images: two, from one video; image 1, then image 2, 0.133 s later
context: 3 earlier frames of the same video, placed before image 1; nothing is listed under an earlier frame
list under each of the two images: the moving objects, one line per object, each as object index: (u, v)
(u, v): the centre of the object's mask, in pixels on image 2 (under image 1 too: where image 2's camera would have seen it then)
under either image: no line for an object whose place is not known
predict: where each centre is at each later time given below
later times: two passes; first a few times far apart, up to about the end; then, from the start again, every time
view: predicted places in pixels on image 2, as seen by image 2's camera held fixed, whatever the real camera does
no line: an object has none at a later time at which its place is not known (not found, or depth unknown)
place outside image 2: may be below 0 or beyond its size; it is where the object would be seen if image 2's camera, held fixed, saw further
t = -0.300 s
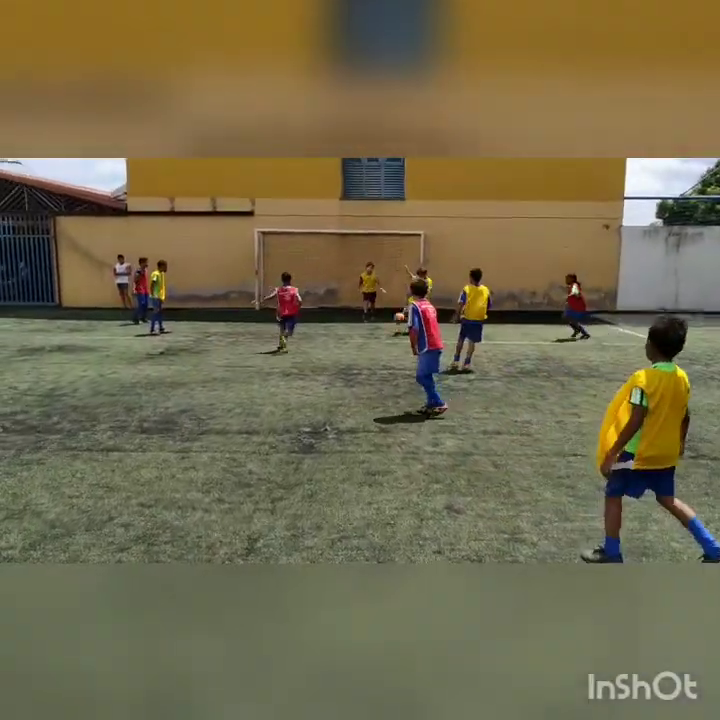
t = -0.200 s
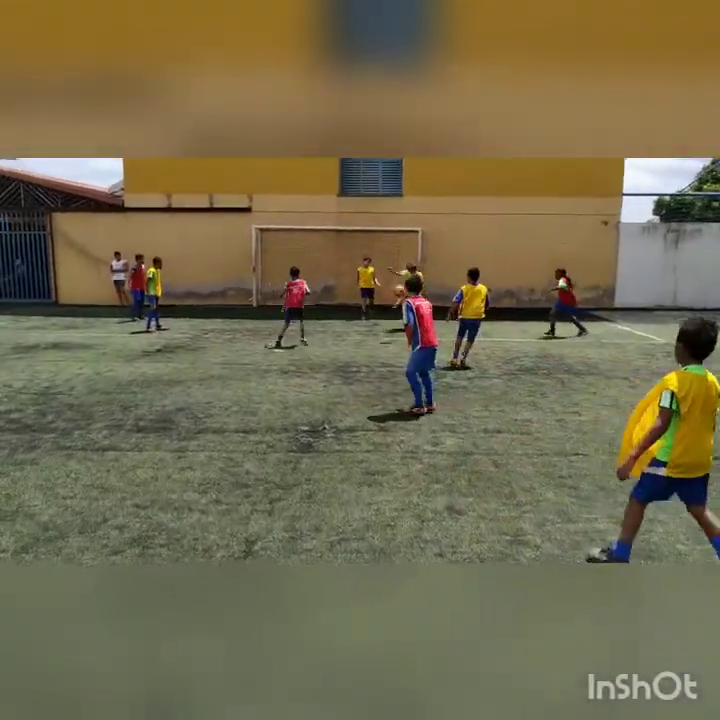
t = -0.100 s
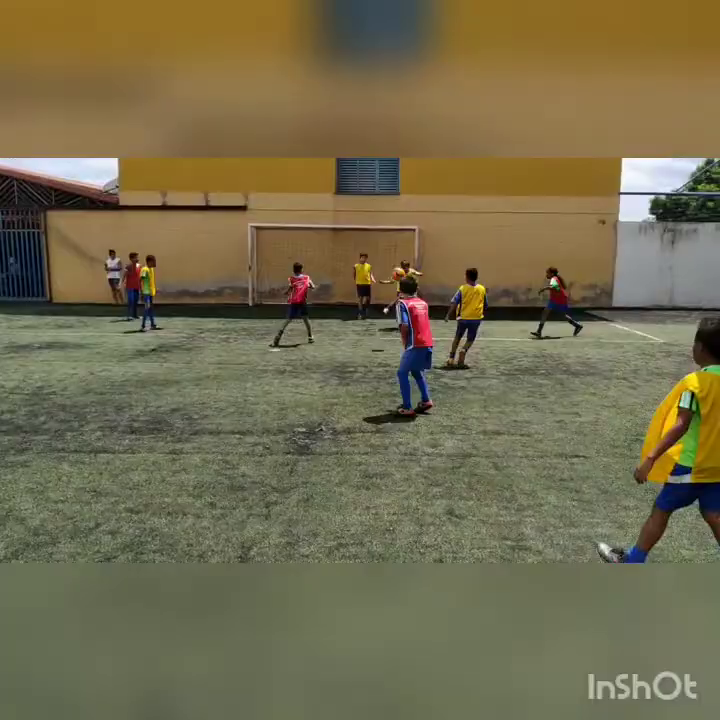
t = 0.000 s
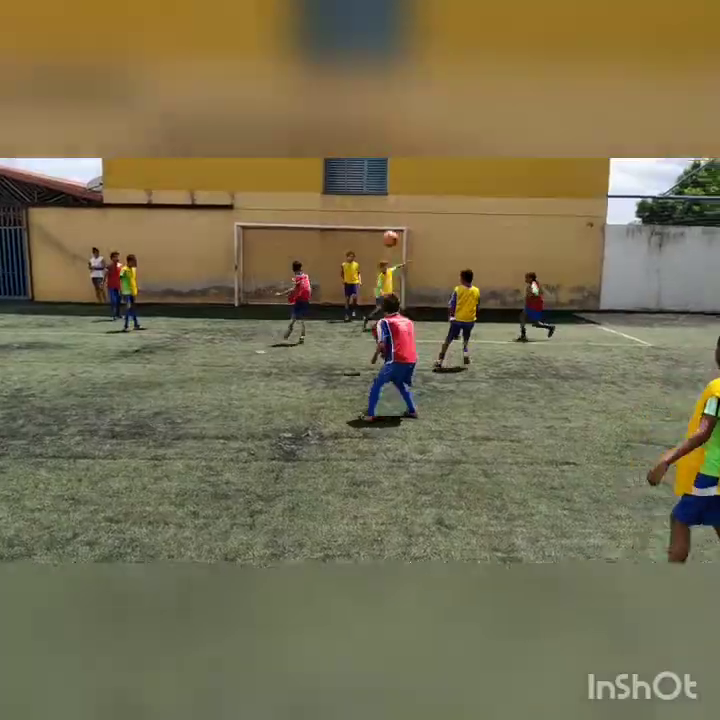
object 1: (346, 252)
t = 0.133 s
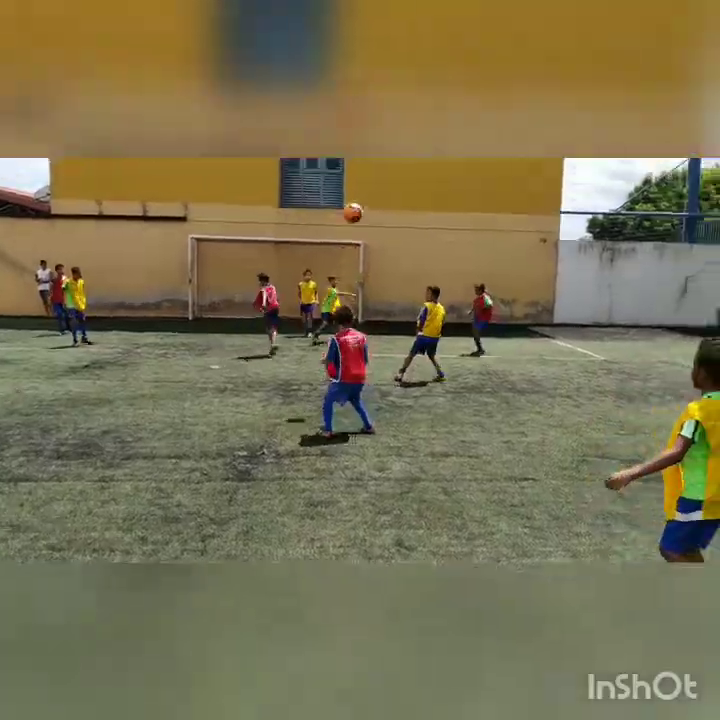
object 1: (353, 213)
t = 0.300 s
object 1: (366, 155)
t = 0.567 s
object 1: (448, 42)
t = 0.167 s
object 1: (355, 201)
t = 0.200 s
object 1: (356, 190)
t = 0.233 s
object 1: (359, 178)
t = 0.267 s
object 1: (362, 166)
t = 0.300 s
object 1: (366, 155)
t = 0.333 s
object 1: (370, 142)
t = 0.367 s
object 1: (374, 130)
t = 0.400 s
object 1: (382, 115)
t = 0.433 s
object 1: (391, 102)
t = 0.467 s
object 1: (400, 87)
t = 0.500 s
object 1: (413, 72)
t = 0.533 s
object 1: (429, 57)
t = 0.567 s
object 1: (448, 42)
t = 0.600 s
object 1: (475, 25)
